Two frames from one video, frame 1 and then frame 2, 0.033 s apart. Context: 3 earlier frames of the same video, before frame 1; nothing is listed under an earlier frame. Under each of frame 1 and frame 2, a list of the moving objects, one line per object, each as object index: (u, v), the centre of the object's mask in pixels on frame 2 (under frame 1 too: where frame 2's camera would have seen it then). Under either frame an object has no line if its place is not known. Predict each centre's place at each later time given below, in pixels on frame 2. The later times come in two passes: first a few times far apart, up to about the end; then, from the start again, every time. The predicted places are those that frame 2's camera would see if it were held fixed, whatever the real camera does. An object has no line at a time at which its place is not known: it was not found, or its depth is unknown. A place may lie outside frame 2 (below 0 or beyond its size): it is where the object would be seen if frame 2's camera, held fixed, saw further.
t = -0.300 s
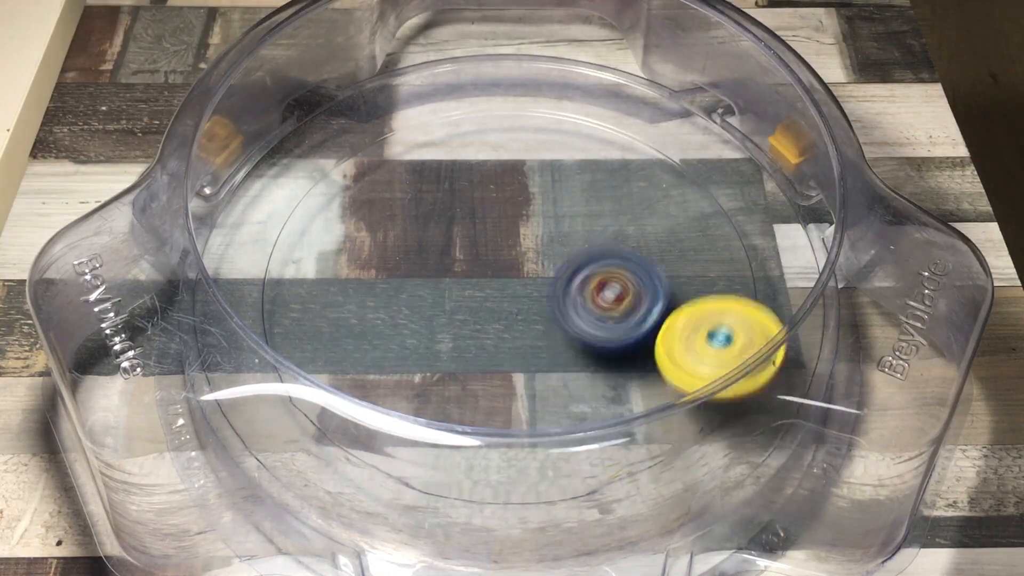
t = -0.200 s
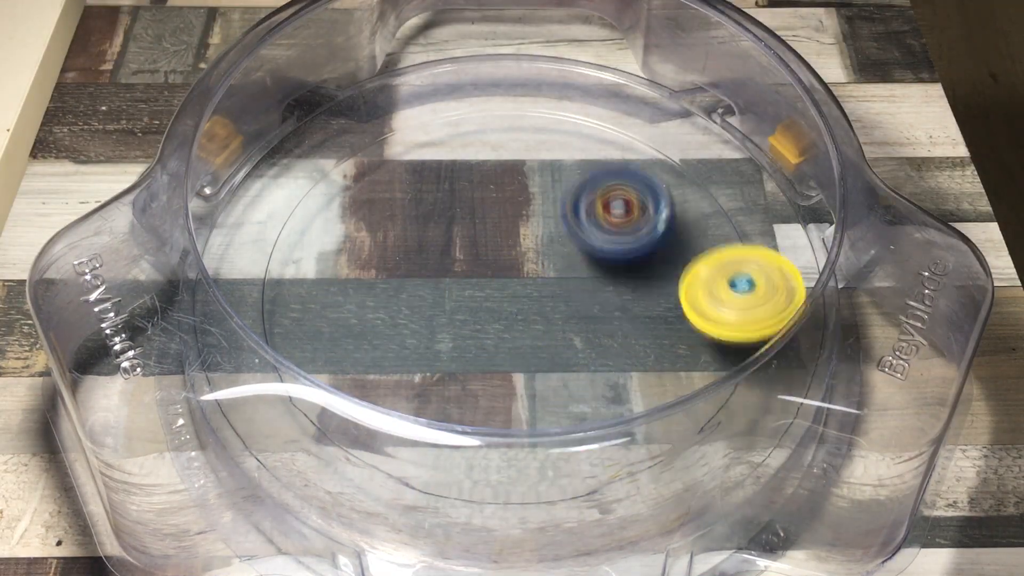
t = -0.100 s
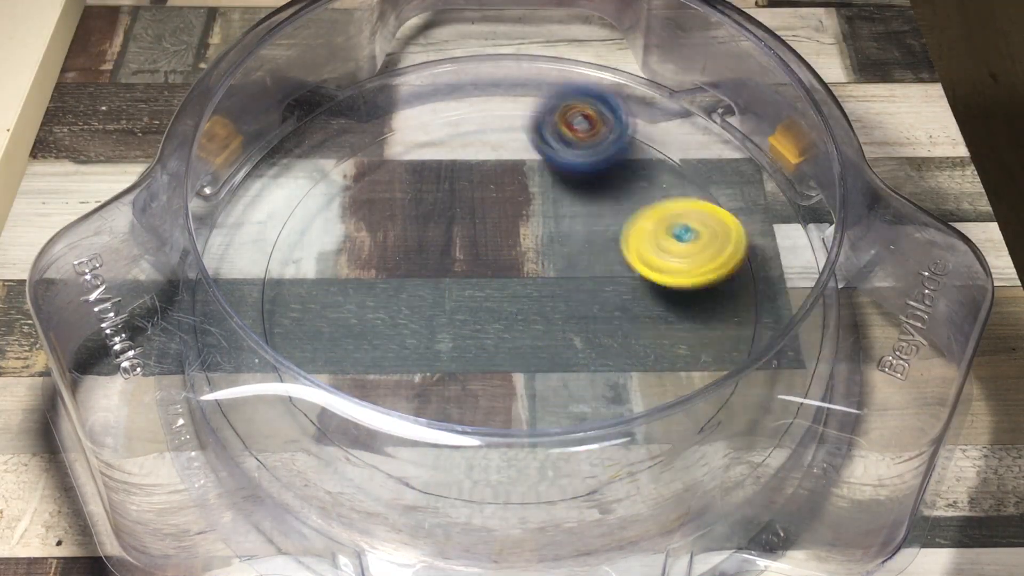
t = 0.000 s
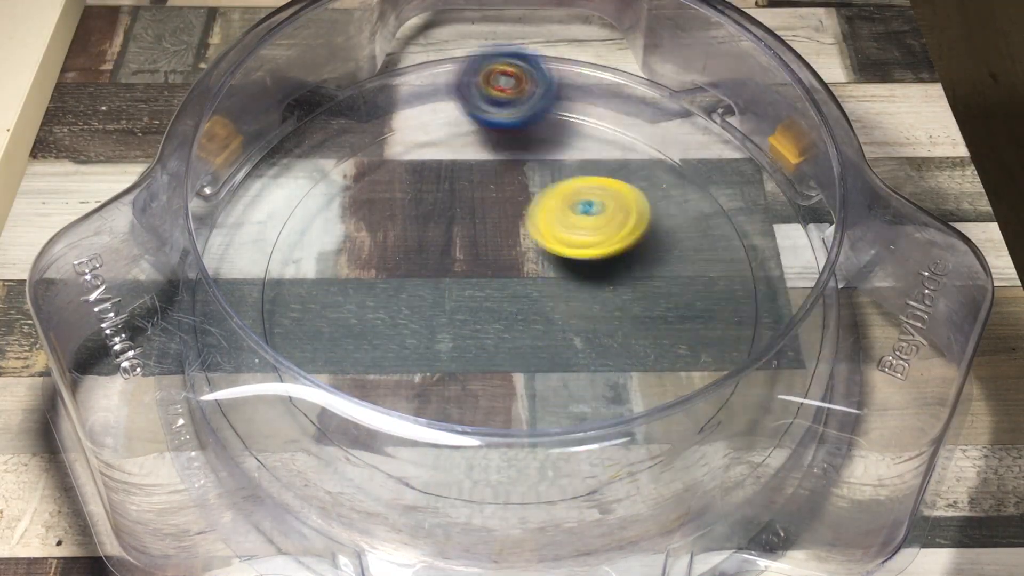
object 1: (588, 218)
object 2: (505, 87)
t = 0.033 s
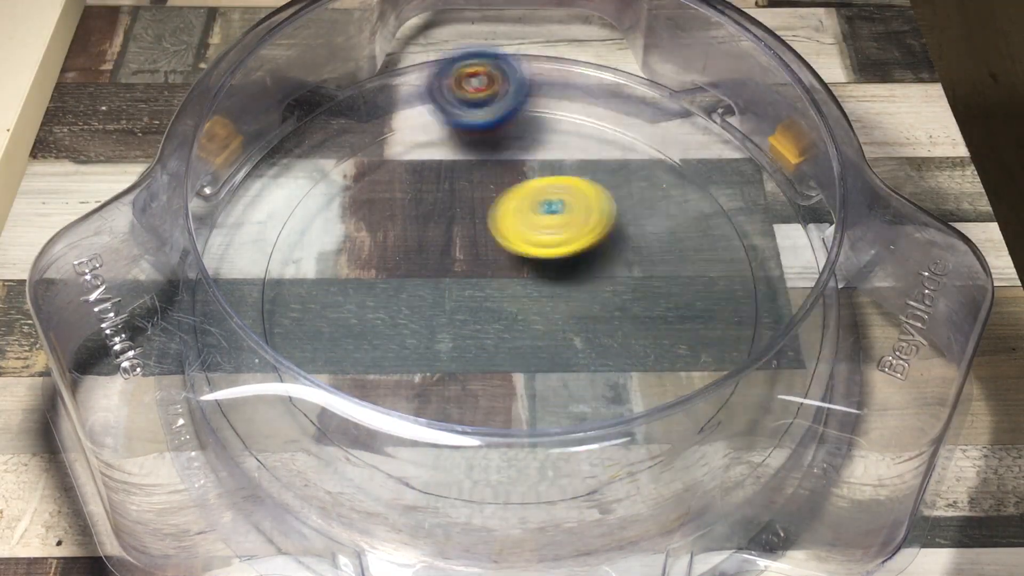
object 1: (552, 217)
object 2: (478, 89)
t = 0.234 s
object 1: (372, 298)
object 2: (312, 209)
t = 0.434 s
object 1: (419, 477)
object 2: (330, 376)
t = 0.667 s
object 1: (641, 436)
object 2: (594, 329)
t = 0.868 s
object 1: (627, 244)
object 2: (638, 121)
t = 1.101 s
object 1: (407, 181)
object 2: (409, 89)
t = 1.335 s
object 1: (294, 307)
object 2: (339, 172)
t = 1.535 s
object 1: (444, 368)
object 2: (526, 285)
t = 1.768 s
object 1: (556, 210)
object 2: (718, 207)
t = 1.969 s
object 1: (504, 140)
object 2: (628, 165)
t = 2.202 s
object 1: (400, 141)
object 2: (548, 196)
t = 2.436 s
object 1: (383, 228)
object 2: (643, 244)
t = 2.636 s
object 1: (503, 267)
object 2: (648, 180)
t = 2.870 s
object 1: (555, 316)
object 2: (503, 205)
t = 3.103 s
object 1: (648, 295)
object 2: (511, 353)
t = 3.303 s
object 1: (663, 247)
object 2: (680, 344)
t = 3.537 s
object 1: (537, 209)
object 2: (658, 201)
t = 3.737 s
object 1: (295, 275)
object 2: (545, 238)
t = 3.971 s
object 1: (369, 388)
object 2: (587, 357)
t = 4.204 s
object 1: (517, 392)
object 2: (684, 285)
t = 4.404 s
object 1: (554, 327)
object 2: (528, 230)
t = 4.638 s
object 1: (507, 250)
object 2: (362, 282)
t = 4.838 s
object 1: (426, 222)
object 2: (358, 379)
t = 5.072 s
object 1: (372, 254)
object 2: (551, 369)
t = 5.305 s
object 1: (442, 305)
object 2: (551, 212)
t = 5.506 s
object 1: (532, 290)
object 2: (445, 143)
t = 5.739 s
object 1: (584, 227)
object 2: (328, 201)
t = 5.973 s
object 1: (552, 189)
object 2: (476, 324)
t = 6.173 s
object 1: (503, 215)
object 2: (625, 284)
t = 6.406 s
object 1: (491, 288)
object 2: (666, 169)
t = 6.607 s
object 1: (533, 338)
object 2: (536, 147)
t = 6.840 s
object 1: (588, 337)
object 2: (441, 280)
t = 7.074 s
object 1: (583, 295)
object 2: (518, 388)
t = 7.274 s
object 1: (524, 266)
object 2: (642, 375)
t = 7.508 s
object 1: (445, 269)
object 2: (614, 260)
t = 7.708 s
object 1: (408, 299)
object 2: (475, 215)
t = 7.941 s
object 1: (447, 333)
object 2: (352, 200)
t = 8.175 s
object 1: (521, 293)
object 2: (402, 308)
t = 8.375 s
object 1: (599, 226)
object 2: (508, 303)
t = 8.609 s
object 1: (622, 124)
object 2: (477, 254)
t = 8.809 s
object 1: (551, 168)
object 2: (455, 299)
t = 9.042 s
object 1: (560, 217)
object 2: (522, 313)
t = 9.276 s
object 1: (543, 267)
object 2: (549, 375)
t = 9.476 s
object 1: (538, 263)
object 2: (591, 362)
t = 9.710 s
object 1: (531, 231)
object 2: (544, 357)
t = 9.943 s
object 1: (505, 245)
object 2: (498, 357)
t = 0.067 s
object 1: (515, 220)
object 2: (449, 95)
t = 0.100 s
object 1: (478, 226)
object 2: (413, 108)
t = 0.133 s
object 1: (443, 237)
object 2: (384, 128)
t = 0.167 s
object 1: (411, 250)
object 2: (357, 155)
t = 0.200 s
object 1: (386, 268)
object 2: (337, 183)
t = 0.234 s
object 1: (372, 298)
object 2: (312, 209)
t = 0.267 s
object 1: (360, 330)
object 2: (294, 240)
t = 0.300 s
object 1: (359, 353)
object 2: (283, 276)
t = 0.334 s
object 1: (357, 384)
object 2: (291, 302)
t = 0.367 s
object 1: (366, 426)
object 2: (291, 328)
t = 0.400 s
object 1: (392, 452)
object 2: (306, 345)
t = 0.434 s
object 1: (419, 477)
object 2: (330, 376)
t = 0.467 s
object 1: (448, 489)
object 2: (358, 391)
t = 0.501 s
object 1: (479, 498)
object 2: (393, 401)
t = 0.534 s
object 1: (512, 501)
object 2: (443, 391)
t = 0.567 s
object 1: (555, 497)
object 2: (476, 388)
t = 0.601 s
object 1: (592, 481)
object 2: (517, 376)
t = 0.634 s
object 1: (623, 469)
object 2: (559, 356)
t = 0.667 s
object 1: (641, 436)
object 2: (594, 329)
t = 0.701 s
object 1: (654, 405)
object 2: (621, 297)
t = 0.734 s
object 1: (656, 364)
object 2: (640, 260)
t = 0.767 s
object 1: (664, 340)
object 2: (653, 221)
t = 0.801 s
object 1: (659, 307)
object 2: (655, 187)
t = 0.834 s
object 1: (646, 275)
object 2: (650, 153)
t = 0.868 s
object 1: (627, 244)
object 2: (638, 121)
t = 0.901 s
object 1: (602, 217)
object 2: (617, 98)
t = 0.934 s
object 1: (573, 193)
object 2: (579, 97)
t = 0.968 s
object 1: (543, 181)
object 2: (544, 92)
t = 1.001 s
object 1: (510, 176)
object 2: (509, 86)
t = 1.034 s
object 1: (478, 172)
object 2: (472, 86)
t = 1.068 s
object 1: (442, 175)
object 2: (441, 89)
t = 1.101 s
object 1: (407, 181)
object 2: (409, 89)
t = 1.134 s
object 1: (375, 186)
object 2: (381, 91)
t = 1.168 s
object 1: (346, 190)
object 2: (353, 94)
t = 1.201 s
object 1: (321, 195)
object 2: (333, 107)
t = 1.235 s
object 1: (298, 209)
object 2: (324, 120)
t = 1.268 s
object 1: (287, 238)
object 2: (322, 138)
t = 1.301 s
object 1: (284, 275)
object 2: (329, 150)
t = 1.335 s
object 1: (294, 307)
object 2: (339, 172)
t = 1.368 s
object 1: (310, 329)
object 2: (358, 202)
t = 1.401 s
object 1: (330, 346)
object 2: (381, 226)
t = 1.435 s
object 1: (355, 359)
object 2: (413, 248)
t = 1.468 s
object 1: (384, 367)
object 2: (447, 264)
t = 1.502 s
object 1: (414, 371)
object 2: (484, 277)
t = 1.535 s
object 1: (444, 368)
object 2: (526, 285)
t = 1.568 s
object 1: (473, 354)
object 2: (566, 284)
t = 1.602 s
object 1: (498, 335)
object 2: (601, 279)
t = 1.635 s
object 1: (520, 312)
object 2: (632, 271)
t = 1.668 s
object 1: (538, 285)
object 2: (663, 258)
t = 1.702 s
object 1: (550, 258)
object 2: (687, 242)
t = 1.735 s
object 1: (556, 232)
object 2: (705, 225)
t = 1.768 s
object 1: (556, 210)
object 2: (718, 207)
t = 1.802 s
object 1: (551, 190)
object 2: (725, 191)
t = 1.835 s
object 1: (544, 174)
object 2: (722, 178)
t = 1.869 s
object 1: (534, 160)
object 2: (703, 170)
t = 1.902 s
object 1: (525, 150)
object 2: (679, 169)
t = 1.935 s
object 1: (514, 143)
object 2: (654, 166)
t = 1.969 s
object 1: (504, 140)
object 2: (628, 165)
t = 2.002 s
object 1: (495, 140)
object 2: (602, 163)
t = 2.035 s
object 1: (484, 140)
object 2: (579, 164)
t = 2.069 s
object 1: (464, 136)
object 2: (567, 167)
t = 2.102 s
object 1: (446, 134)
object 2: (557, 171)
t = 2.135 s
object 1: (429, 135)
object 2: (551, 178)
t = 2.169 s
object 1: (413, 137)
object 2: (547, 186)
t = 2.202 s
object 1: (400, 141)
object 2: (548, 196)
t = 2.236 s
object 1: (389, 147)
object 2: (554, 207)
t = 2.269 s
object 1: (379, 155)
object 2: (562, 219)
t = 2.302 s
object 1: (372, 166)
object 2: (576, 230)
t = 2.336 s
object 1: (368, 179)
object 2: (591, 238)
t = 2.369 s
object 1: (368, 194)
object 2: (608, 243)
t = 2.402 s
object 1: (372, 211)
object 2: (626, 246)
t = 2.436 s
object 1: (383, 228)
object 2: (643, 244)
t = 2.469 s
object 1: (399, 242)
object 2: (657, 239)
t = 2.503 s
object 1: (418, 252)
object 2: (668, 231)
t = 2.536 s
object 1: (439, 260)
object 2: (676, 218)
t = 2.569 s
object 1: (461, 265)
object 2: (677, 204)
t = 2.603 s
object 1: (482, 267)
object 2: (668, 191)
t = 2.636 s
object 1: (503, 267)
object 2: (648, 180)
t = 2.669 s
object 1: (522, 265)
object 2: (624, 177)
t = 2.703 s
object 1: (538, 264)
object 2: (594, 178)
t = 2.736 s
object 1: (539, 280)
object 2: (579, 171)
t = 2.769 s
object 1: (539, 294)
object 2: (561, 169)
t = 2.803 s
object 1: (542, 305)
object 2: (540, 173)
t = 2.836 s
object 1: (547, 313)
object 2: (520, 187)
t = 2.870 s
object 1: (555, 316)
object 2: (503, 205)
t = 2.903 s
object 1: (564, 317)
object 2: (489, 226)
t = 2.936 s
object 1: (575, 317)
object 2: (483, 250)
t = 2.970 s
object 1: (592, 317)
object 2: (478, 273)
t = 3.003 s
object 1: (609, 314)
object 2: (477, 296)
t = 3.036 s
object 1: (623, 309)
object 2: (482, 317)
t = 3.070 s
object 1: (637, 302)
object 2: (494, 336)
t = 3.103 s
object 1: (648, 295)
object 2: (511, 353)
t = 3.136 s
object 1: (657, 287)
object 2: (535, 365)
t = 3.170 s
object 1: (664, 279)
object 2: (563, 373)
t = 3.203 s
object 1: (668, 271)
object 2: (590, 375)
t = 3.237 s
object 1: (670, 263)
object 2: (622, 372)
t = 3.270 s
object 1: (668, 255)
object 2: (653, 361)
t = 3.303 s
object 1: (663, 247)
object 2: (680, 344)
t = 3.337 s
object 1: (656, 238)
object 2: (699, 327)
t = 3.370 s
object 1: (646, 231)
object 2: (713, 301)
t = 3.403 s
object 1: (630, 221)
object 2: (719, 275)
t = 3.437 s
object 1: (610, 212)
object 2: (716, 252)
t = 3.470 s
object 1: (590, 208)
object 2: (702, 228)
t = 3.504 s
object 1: (568, 208)
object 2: (681, 211)
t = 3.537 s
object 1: (537, 209)
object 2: (658, 201)
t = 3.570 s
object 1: (508, 215)
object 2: (631, 196)
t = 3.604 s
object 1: (483, 222)
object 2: (599, 197)
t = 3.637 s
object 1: (441, 232)
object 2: (579, 200)
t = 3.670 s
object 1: (386, 244)
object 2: (571, 208)
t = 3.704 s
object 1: (336, 258)
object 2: (558, 221)
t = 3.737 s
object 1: (295, 275)
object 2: (545, 238)
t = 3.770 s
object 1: (277, 289)
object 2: (538, 259)
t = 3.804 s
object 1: (285, 304)
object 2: (536, 281)
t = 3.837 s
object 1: (291, 333)
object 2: (538, 301)
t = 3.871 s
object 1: (320, 342)
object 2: (545, 320)
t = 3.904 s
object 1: (338, 355)
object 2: (556, 334)
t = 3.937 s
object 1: (350, 377)
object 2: (570, 347)
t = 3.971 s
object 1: (369, 388)
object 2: (587, 357)
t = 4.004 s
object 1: (390, 396)
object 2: (608, 361)
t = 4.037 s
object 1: (412, 401)
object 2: (629, 361)
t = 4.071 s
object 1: (434, 408)
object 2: (652, 355)
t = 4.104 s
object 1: (458, 410)
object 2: (672, 342)
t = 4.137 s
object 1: (481, 406)
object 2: (685, 327)
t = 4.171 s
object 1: (500, 395)
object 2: (690, 306)
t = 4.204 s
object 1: (517, 392)
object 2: (684, 285)
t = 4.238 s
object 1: (531, 386)
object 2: (668, 266)
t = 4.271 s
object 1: (541, 378)
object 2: (647, 251)
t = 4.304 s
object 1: (549, 367)
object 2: (619, 239)
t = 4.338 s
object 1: (553, 354)
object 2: (589, 232)
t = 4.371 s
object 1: (555, 340)
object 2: (558, 229)
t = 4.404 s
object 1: (554, 327)
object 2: (528, 230)
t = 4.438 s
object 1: (552, 313)
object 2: (499, 232)
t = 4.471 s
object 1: (549, 302)
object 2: (469, 236)
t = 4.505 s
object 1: (546, 292)
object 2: (443, 240)
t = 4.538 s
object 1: (540, 281)
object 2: (419, 247)
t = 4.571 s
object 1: (530, 269)
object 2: (398, 256)
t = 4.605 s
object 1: (519, 259)
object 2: (378, 268)
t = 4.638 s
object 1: (507, 250)
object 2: (362, 282)
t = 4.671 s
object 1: (493, 242)
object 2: (349, 298)
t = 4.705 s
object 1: (480, 235)
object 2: (341, 314)
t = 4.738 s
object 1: (466, 230)
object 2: (337, 330)
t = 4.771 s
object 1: (452, 226)
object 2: (340, 343)
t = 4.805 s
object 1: (439, 223)
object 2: (349, 356)
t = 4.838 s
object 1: (426, 222)
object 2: (358, 379)
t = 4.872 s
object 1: (414, 222)
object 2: (377, 399)
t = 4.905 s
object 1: (403, 224)
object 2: (405, 411)
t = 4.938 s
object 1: (393, 227)
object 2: (441, 415)
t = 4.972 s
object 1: (384, 232)
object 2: (476, 414)
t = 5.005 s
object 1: (377, 238)
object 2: (504, 393)
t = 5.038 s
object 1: (373, 246)
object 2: (529, 385)
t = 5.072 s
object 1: (372, 254)
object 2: (551, 369)
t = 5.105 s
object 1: (373, 264)
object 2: (568, 343)
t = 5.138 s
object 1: (379, 274)
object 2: (576, 320)
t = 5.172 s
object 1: (388, 282)
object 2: (580, 296)
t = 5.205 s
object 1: (399, 291)
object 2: (578, 273)
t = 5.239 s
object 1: (412, 297)
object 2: (572, 250)
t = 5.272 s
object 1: (426, 301)
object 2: (564, 230)
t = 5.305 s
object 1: (442, 305)
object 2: (551, 212)
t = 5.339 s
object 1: (457, 306)
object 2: (537, 196)
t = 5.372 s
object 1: (472, 306)
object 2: (521, 182)
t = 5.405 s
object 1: (488, 304)
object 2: (504, 169)
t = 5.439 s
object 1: (503, 300)
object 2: (485, 158)
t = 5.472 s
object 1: (518, 296)
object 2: (466, 150)
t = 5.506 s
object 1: (532, 290)
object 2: (445, 143)
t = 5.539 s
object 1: (544, 283)
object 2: (422, 138)
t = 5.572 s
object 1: (555, 275)
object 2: (401, 138)
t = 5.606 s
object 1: (564, 265)
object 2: (379, 140)
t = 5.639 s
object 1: (572, 256)
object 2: (360, 148)
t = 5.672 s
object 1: (578, 246)
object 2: (345, 159)
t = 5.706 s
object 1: (582, 236)
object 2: (332, 178)
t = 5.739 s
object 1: (584, 227)
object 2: (328, 201)
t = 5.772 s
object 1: (584, 218)
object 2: (333, 229)
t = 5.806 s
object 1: (583, 210)
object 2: (345, 254)
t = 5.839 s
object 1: (579, 202)
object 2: (364, 275)
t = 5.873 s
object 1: (574, 197)
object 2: (387, 294)
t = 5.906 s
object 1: (567, 192)
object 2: (415, 309)
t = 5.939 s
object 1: (560, 190)
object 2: (444, 318)
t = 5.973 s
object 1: (552, 189)
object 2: (476, 324)
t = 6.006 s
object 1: (544, 190)
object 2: (507, 326)
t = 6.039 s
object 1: (535, 192)
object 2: (535, 323)
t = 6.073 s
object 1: (527, 196)
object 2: (561, 318)
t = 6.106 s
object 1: (518, 201)
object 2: (585, 308)
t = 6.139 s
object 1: (510, 207)
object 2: (608, 297)
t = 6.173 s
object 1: (503, 215)
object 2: (625, 284)
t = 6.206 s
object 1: (497, 224)
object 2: (642, 270)
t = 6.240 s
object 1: (492, 234)
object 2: (656, 254)
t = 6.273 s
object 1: (489, 245)
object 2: (667, 237)
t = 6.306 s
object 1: (487, 255)
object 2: (673, 220)
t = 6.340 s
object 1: (487, 267)
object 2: (675, 203)
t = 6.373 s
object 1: (488, 277)
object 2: (674, 185)
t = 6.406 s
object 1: (491, 288)
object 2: (666, 169)
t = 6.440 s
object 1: (495, 298)
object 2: (655, 153)
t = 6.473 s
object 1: (500, 309)
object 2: (637, 142)
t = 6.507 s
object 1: (507, 317)
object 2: (615, 134)
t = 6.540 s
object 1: (515, 325)
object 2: (591, 132)
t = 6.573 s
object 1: (524, 332)
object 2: (563, 137)
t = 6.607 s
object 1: (533, 338)
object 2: (536, 147)
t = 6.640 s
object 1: (542, 341)
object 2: (513, 158)
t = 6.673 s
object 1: (552, 344)
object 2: (490, 176)
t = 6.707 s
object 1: (561, 345)
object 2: (473, 195)
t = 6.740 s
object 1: (569, 345)
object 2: (459, 214)
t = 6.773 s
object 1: (576, 344)
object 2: (448, 238)
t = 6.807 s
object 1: (583, 340)
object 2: (443, 259)
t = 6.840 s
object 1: (588, 337)
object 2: (441, 280)
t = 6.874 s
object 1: (592, 332)
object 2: (443, 302)
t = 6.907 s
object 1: (594, 327)
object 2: (449, 320)
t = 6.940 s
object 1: (595, 321)
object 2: (457, 339)
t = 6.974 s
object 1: (595, 315)
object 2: (469, 357)
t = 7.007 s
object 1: (592, 308)
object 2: (482, 373)
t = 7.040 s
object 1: (588, 301)
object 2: (498, 381)
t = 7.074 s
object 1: (583, 295)
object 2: (518, 388)
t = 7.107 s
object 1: (575, 288)
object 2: (539, 392)
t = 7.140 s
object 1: (567, 283)
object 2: (560, 395)
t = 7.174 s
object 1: (557, 277)
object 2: (586, 411)
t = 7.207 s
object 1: (547, 273)
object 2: (610, 406)
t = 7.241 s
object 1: (536, 269)
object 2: (633, 401)
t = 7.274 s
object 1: (524, 266)
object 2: (642, 375)
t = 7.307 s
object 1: (512, 264)
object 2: (660, 363)
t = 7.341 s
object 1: (500, 263)
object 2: (670, 348)
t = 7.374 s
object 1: (488, 262)
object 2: (672, 331)
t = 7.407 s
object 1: (476, 263)
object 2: (665, 311)
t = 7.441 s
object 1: (465, 264)
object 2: (652, 292)
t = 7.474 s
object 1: (455, 266)
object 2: (634, 275)
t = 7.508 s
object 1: (445, 269)
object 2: (614, 260)
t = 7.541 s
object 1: (437, 272)
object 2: (591, 248)
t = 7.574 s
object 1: (430, 276)
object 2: (566, 239)
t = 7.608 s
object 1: (424, 279)
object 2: (540, 231)
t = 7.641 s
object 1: (420, 284)
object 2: (514, 227)
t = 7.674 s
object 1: (417, 288)
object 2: (490, 222)
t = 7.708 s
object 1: (408, 299)
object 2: (475, 215)
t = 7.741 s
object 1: (401, 310)
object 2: (463, 206)
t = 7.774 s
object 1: (401, 320)
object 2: (447, 199)
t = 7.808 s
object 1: (408, 327)
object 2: (430, 194)
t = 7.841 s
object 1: (417, 331)
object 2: (407, 190)
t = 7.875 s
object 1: (427, 333)
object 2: (389, 189)
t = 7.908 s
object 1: (437, 334)
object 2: (370, 193)
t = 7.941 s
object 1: (447, 333)
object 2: (352, 200)
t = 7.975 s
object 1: (459, 331)
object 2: (340, 214)
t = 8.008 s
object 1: (470, 328)
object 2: (332, 232)
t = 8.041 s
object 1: (480, 323)
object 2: (335, 251)
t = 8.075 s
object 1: (490, 317)
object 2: (343, 270)
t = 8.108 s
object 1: (499, 311)
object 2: (359, 287)
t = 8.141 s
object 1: (508, 303)
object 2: (382, 300)
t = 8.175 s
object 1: (521, 293)
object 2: (402, 308)
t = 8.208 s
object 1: (548, 281)
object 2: (411, 314)
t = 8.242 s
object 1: (568, 271)
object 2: (427, 320)
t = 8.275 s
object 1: (582, 260)
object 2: (447, 322)
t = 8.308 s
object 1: (590, 248)
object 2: (470, 321)
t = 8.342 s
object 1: (595, 237)
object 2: (492, 314)
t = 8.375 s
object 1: (599, 226)
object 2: (508, 303)
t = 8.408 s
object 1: (600, 215)
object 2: (524, 290)
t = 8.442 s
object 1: (605, 202)
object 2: (530, 277)
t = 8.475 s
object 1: (620, 180)
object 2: (523, 271)
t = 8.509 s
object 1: (629, 158)
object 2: (514, 264)
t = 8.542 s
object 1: (632, 141)
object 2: (503, 258)
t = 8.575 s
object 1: (630, 127)
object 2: (490, 255)
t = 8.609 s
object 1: (622, 124)
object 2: (477, 254)
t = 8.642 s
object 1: (610, 126)
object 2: (464, 257)
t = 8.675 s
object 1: (596, 132)
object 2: (453, 262)
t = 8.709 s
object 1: (583, 139)
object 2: (446, 270)
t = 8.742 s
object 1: (569, 148)
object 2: (443, 280)
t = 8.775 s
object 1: (559, 158)
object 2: (446, 290)
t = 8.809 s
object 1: (551, 168)
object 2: (455, 299)
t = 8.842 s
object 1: (547, 178)
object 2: (468, 306)
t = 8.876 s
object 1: (545, 190)
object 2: (483, 309)
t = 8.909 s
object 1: (545, 201)
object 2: (499, 308)
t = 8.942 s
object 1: (546, 212)
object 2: (515, 303)
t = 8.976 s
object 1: (547, 218)
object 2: (523, 299)
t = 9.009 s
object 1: (555, 218)
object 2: (523, 305)
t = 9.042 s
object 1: (560, 217)
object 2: (522, 313)
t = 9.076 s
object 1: (560, 219)
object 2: (520, 323)
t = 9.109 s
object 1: (558, 225)
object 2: (519, 332)
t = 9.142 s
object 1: (553, 233)
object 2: (518, 343)
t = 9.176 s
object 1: (549, 242)
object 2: (522, 355)
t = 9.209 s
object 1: (546, 250)
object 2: (529, 365)
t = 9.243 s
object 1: (544, 259)
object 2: (538, 372)
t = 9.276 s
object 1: (543, 267)
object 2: (549, 375)
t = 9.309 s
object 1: (542, 274)
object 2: (560, 373)
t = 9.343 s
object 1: (541, 281)
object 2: (570, 370)
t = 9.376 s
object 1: (539, 281)
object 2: (577, 367)
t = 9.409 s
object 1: (537, 274)
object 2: (583, 367)
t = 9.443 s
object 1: (537, 267)
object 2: (589, 365)
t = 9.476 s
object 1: (538, 263)
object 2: (591, 362)
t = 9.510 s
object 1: (540, 261)
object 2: (589, 356)
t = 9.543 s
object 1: (540, 261)
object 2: (584, 348)
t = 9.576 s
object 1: (539, 260)
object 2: (576, 341)
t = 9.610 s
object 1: (535, 249)
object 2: (568, 343)
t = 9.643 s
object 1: (533, 237)
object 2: (560, 349)
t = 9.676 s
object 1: (531, 232)
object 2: (552, 353)
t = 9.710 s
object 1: (531, 231)
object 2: (544, 357)
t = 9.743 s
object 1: (529, 232)
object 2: (536, 361)
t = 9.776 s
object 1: (526, 234)
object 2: (529, 364)
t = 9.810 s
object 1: (523, 236)
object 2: (523, 365)
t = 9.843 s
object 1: (519, 238)
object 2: (518, 365)
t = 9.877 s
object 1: (515, 240)
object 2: (511, 364)
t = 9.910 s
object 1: (510, 242)
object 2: (505, 361)
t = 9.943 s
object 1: (505, 245)
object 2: (498, 357)
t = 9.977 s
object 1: (500, 248)
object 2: (490, 352)
